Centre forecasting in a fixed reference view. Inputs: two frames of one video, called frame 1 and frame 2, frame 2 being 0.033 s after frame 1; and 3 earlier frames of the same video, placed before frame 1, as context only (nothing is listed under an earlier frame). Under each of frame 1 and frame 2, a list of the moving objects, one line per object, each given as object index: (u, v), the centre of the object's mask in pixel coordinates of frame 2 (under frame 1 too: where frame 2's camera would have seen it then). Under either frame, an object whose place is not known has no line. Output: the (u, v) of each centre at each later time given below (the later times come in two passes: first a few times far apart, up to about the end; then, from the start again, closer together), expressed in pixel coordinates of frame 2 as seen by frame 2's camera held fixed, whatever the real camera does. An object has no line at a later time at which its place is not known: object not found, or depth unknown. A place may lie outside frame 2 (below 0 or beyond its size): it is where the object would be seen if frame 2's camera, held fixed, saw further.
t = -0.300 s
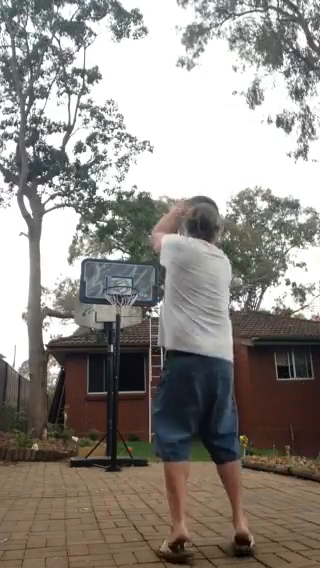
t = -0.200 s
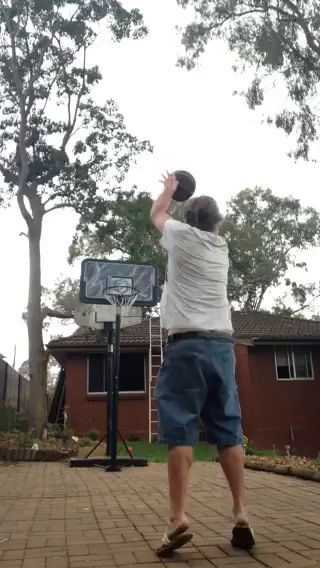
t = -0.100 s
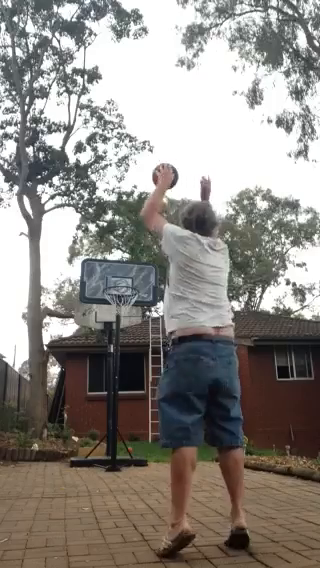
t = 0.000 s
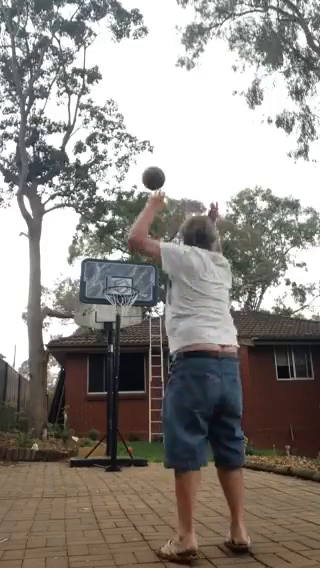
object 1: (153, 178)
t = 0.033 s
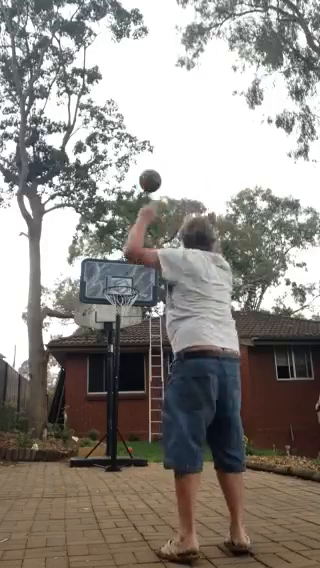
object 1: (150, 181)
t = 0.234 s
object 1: (135, 210)
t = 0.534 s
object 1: (123, 274)
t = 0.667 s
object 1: (122, 287)
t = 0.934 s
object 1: (124, 381)
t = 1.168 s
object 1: (121, 435)
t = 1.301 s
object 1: (118, 385)
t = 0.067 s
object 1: (146, 184)
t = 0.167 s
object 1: (138, 197)
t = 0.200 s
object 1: (137, 204)
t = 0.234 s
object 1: (135, 210)
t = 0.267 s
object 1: (133, 218)
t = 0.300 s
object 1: (131, 224)
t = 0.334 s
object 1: (129, 232)
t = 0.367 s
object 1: (126, 241)
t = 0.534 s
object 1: (123, 274)
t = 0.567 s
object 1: (122, 281)
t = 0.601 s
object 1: (122, 285)
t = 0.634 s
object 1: (122, 289)
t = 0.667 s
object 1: (122, 287)
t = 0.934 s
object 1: (124, 381)
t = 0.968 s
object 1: (124, 395)
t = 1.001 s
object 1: (123, 411)
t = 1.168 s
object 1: (121, 435)
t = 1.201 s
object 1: (120, 421)
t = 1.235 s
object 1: (119, 408)
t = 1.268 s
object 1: (118, 396)
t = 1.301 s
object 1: (118, 385)
